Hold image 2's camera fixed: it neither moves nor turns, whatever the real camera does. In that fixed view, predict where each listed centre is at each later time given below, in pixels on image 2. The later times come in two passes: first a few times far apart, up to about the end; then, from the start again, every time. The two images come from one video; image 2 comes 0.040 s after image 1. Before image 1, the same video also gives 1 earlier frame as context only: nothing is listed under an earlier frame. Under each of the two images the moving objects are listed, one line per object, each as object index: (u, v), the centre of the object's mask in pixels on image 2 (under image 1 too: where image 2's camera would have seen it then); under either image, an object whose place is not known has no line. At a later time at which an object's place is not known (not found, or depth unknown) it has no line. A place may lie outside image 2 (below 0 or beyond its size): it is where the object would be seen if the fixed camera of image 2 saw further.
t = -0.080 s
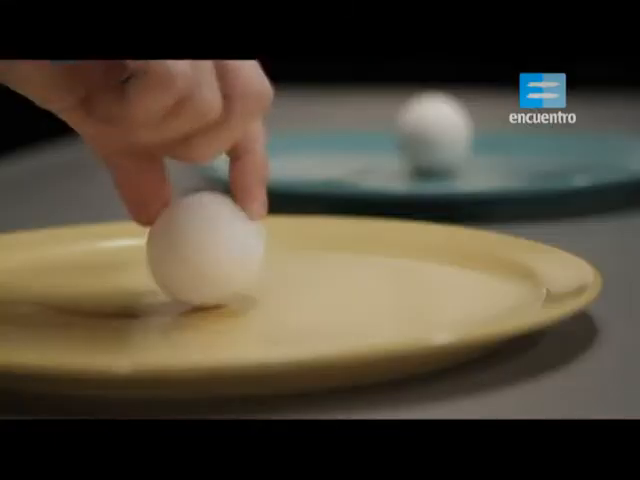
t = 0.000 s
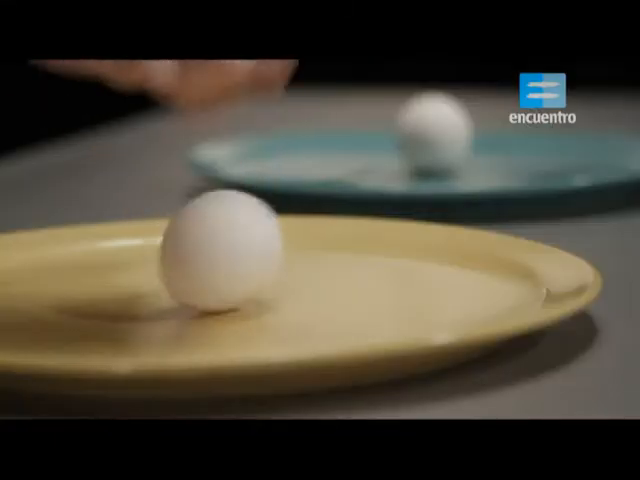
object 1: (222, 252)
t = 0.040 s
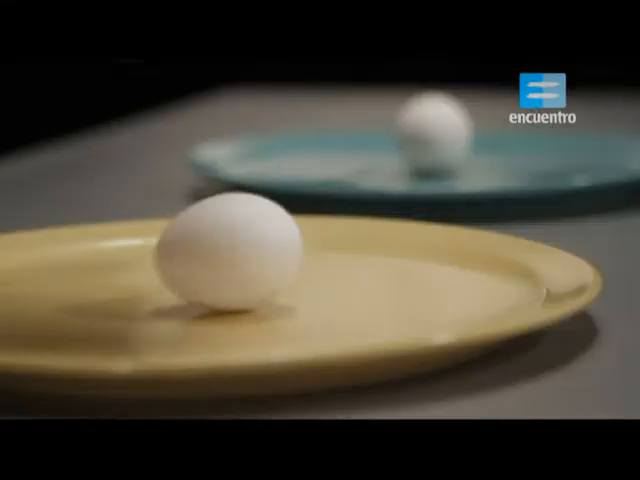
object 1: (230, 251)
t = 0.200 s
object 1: (268, 254)
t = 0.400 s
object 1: (315, 250)
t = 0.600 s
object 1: (311, 246)
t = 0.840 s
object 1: (300, 247)
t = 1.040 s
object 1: (317, 249)
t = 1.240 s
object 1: (321, 247)
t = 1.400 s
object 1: (311, 247)
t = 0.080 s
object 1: (238, 254)
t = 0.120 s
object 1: (243, 254)
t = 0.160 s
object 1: (255, 255)
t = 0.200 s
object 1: (268, 254)
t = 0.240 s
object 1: (279, 253)
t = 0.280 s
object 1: (290, 253)
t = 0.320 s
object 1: (301, 253)
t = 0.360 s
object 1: (310, 251)
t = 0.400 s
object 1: (315, 250)
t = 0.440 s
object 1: (315, 251)
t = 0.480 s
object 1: (314, 250)
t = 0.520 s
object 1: (315, 248)
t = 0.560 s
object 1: (314, 247)
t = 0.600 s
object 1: (311, 246)
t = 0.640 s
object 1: (307, 246)
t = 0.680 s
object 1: (304, 245)
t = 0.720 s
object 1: (302, 246)
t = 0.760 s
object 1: (300, 247)
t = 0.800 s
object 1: (299, 247)
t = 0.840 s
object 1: (300, 247)
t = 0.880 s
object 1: (301, 248)
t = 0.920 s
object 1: (300, 249)
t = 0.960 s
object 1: (304, 249)
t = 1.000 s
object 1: (311, 249)
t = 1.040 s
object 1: (317, 249)
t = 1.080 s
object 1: (320, 249)
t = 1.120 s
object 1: (320, 248)
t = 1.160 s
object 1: (321, 248)
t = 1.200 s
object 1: (321, 248)
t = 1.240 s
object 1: (321, 247)
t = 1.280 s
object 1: (321, 247)
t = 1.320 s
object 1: (319, 246)
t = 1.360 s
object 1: (314, 247)
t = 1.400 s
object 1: (311, 247)
